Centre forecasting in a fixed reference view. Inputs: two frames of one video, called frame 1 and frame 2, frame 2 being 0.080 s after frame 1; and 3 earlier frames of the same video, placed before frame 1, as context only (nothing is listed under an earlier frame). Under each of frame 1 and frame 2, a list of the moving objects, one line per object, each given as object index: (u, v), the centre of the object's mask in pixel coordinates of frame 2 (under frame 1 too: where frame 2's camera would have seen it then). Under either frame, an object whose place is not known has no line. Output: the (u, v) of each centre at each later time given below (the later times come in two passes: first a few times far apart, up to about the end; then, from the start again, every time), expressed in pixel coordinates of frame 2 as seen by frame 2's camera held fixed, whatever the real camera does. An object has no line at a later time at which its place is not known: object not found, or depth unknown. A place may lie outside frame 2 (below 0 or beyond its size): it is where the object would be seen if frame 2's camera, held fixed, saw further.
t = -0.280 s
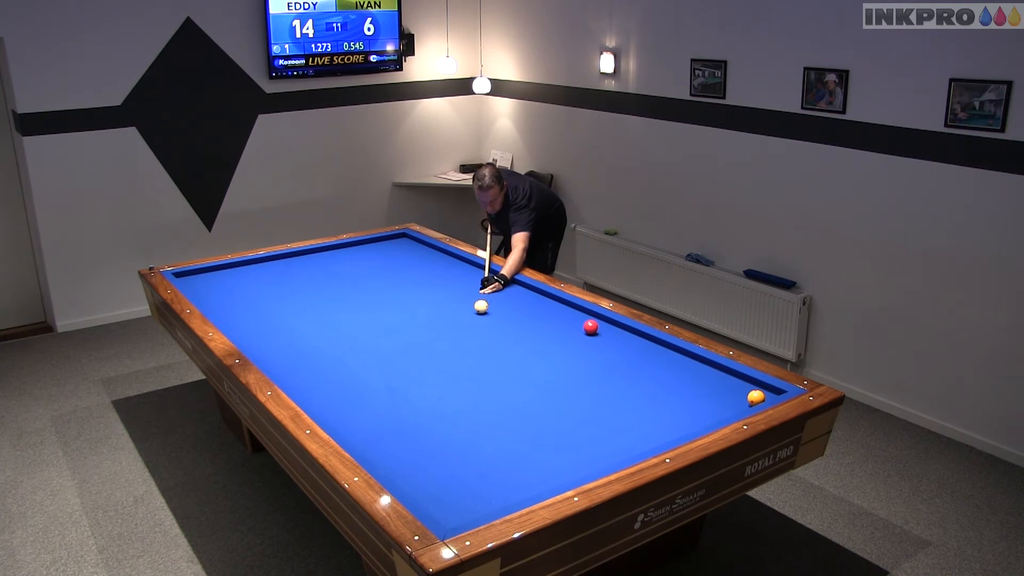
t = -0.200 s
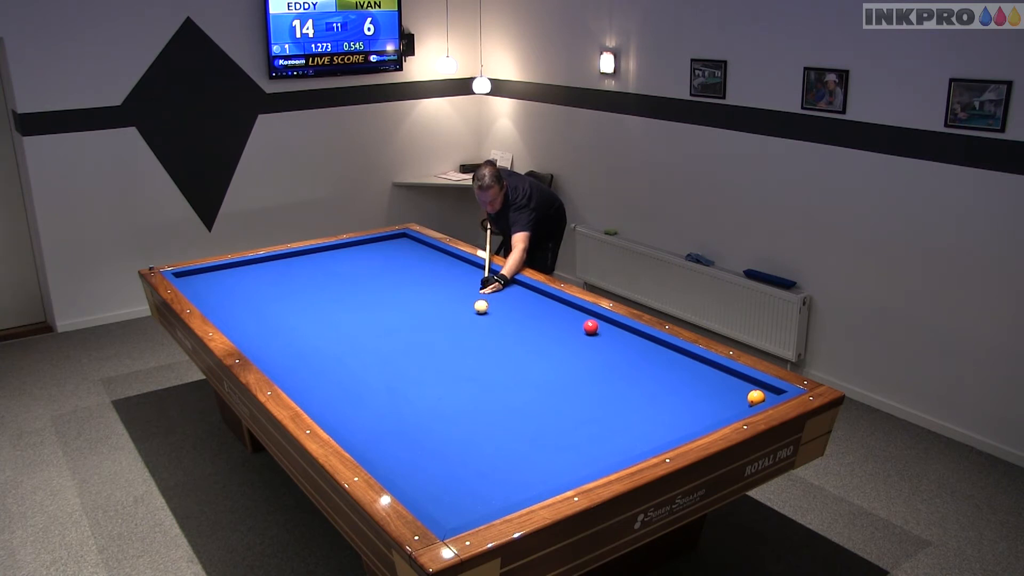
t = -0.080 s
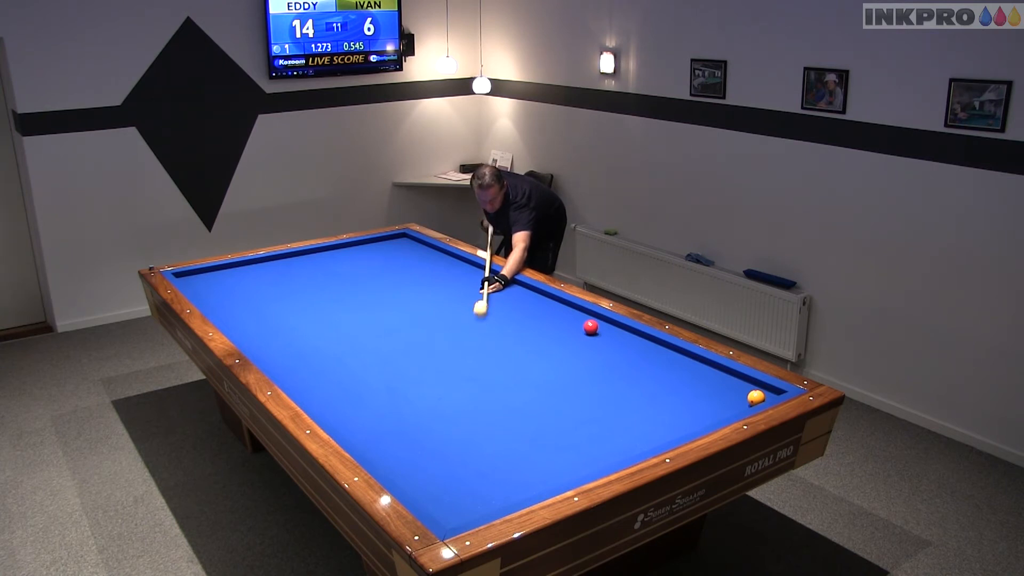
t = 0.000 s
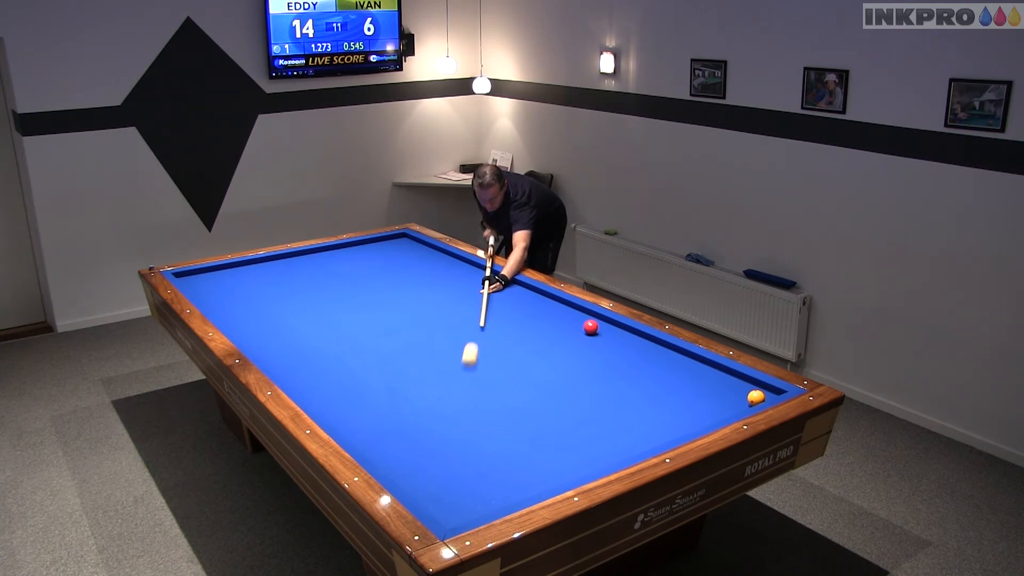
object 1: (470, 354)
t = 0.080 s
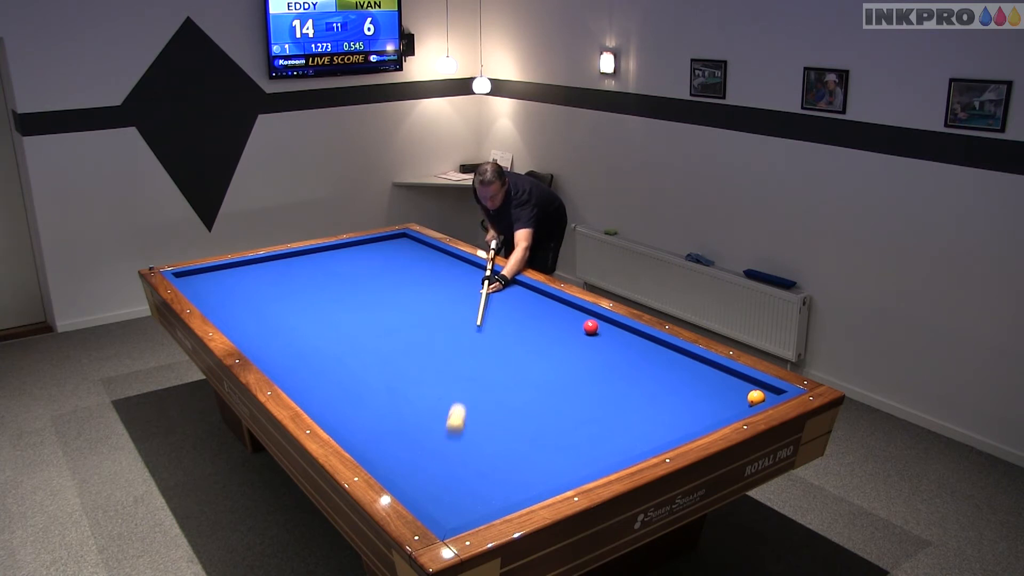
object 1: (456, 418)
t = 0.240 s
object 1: (489, 460)
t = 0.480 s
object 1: (536, 325)
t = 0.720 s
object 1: (431, 284)
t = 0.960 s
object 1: (278, 271)
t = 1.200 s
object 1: (196, 285)
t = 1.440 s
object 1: (308, 295)
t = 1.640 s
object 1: (395, 302)
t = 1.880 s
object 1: (491, 310)
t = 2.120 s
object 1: (591, 317)
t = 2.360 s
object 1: (607, 344)
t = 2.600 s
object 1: (623, 371)
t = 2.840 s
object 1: (643, 404)
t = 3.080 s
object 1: (661, 436)
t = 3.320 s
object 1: (615, 426)
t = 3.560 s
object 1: (577, 418)
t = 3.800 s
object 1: (541, 410)
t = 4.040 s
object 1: (507, 403)
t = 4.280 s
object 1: (475, 397)
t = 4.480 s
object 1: (450, 391)
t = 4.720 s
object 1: (421, 385)
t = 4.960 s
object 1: (394, 379)
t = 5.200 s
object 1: (368, 374)
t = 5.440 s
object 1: (343, 368)
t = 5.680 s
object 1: (321, 363)
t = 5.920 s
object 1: (299, 359)
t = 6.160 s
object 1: (279, 354)
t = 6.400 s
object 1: (260, 349)
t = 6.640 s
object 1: (259, 343)
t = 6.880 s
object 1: (258, 337)
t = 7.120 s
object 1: (258, 331)
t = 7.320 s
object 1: (258, 326)
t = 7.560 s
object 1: (257, 321)
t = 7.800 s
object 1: (257, 316)
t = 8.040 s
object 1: (257, 312)
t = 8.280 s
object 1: (257, 308)
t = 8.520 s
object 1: (257, 303)
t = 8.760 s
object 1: (257, 300)
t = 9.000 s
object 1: (257, 296)
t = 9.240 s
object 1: (257, 293)
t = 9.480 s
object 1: (257, 290)
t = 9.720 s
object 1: (258, 287)
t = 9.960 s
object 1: (258, 285)
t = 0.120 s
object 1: (447, 458)
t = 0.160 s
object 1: (440, 503)
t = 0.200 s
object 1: (476, 495)
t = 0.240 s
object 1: (489, 460)
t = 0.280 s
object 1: (499, 430)
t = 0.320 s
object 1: (509, 403)
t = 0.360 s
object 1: (517, 380)
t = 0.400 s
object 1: (524, 360)
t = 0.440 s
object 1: (530, 342)
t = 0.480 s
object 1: (536, 325)
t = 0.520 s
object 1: (541, 311)
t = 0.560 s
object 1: (546, 298)
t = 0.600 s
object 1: (524, 292)
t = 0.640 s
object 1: (492, 289)
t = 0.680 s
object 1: (461, 287)
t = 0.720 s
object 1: (431, 284)
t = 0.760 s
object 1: (403, 282)
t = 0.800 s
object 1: (375, 280)
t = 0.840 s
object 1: (349, 277)
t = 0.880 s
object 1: (325, 275)
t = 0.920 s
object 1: (300, 273)
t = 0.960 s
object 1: (278, 271)
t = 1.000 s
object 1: (256, 269)
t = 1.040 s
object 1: (236, 267)
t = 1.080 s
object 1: (218, 267)
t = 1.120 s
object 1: (207, 274)
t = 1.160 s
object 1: (195, 281)
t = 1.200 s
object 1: (196, 285)
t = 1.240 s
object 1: (215, 287)
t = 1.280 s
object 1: (234, 288)
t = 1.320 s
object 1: (253, 290)
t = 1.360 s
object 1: (271, 292)
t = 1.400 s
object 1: (290, 293)
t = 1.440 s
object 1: (308, 295)
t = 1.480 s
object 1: (326, 296)
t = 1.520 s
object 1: (344, 298)
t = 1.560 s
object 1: (361, 299)
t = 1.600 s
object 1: (378, 300)
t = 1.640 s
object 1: (395, 302)
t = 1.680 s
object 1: (411, 303)
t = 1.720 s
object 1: (427, 305)
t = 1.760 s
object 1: (443, 306)
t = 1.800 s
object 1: (459, 307)
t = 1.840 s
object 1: (475, 309)
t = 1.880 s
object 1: (491, 310)
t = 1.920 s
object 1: (508, 312)
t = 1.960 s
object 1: (524, 313)
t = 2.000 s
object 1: (541, 314)
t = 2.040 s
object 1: (558, 316)
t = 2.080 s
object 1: (574, 317)
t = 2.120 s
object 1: (591, 317)
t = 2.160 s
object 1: (607, 321)
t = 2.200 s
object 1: (606, 325)
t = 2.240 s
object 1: (606, 330)
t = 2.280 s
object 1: (605, 334)
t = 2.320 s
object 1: (606, 339)
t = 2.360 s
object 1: (607, 344)
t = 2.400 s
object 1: (609, 348)
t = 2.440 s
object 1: (611, 353)
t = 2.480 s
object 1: (614, 357)
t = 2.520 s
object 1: (617, 362)
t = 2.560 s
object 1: (620, 367)
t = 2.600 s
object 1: (623, 371)
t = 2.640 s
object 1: (626, 377)
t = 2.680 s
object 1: (629, 382)
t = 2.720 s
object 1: (632, 387)
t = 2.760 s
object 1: (636, 392)
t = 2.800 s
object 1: (639, 398)
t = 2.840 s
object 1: (643, 404)
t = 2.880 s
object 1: (647, 409)
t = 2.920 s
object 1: (650, 416)
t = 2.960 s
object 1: (654, 422)
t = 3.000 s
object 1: (658, 428)
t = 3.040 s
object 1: (662, 434)
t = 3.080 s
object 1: (661, 436)
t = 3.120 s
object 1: (652, 435)
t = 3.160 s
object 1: (644, 433)
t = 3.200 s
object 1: (636, 430)
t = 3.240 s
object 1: (628, 429)
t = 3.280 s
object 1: (621, 427)
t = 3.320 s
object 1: (615, 426)
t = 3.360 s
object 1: (608, 424)
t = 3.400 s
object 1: (602, 423)
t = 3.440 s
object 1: (596, 422)
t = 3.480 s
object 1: (589, 420)
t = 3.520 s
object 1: (583, 419)
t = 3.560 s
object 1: (577, 418)
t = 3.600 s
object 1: (571, 417)
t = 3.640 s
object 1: (565, 415)
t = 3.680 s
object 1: (559, 414)
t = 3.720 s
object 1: (553, 413)
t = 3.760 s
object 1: (547, 412)
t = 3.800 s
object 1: (541, 410)
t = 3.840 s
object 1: (536, 409)
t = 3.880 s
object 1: (530, 408)
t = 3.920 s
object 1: (524, 407)
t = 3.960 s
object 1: (518, 406)
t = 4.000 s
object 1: (513, 405)
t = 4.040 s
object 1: (507, 403)
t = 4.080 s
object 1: (502, 402)
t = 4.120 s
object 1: (497, 401)
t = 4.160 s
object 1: (491, 400)
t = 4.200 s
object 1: (486, 399)
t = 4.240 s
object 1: (480, 398)
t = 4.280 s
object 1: (475, 397)
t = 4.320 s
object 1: (470, 396)
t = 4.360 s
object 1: (465, 395)
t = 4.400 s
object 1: (460, 393)
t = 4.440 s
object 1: (455, 392)
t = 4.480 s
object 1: (450, 391)
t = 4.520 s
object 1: (445, 390)
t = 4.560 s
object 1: (440, 389)
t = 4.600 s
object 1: (435, 388)
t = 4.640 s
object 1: (430, 387)
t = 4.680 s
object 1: (426, 386)
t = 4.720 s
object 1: (421, 385)
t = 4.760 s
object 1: (416, 384)
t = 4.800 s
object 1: (412, 383)
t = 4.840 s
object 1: (407, 382)
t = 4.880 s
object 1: (402, 381)
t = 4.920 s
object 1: (398, 380)
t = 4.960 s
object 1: (394, 379)
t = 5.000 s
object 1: (389, 378)
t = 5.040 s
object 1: (385, 377)
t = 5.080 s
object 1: (381, 376)
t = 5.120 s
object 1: (377, 375)
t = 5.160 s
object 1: (372, 375)
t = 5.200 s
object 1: (368, 374)
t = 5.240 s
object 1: (364, 373)
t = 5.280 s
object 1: (360, 372)
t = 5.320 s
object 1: (356, 371)
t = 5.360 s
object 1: (352, 370)
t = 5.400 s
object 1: (348, 369)
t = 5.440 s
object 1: (343, 368)
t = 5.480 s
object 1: (340, 367)
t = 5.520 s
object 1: (336, 367)
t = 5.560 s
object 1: (332, 366)
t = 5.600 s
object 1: (328, 365)
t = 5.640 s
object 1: (324, 364)
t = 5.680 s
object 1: (321, 363)
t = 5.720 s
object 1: (317, 363)
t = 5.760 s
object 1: (313, 362)
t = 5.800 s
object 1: (310, 361)
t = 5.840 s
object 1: (306, 360)
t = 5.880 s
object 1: (303, 359)
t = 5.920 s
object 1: (299, 359)
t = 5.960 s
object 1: (296, 358)
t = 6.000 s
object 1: (292, 357)
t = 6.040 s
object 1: (289, 356)
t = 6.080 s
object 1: (285, 356)
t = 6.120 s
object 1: (282, 355)
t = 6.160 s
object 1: (279, 354)
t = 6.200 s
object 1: (276, 354)
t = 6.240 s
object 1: (272, 353)
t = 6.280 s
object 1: (269, 352)
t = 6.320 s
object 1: (266, 351)
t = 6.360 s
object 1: (263, 350)
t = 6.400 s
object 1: (260, 349)
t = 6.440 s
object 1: (260, 348)
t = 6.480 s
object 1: (259, 347)
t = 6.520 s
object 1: (259, 346)
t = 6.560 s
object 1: (259, 345)
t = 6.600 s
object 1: (259, 344)
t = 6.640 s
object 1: (259, 343)
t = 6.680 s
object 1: (259, 342)
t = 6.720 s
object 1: (258, 341)
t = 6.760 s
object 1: (258, 340)
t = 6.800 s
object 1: (258, 339)
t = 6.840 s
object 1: (258, 338)
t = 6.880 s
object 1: (258, 337)
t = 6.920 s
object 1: (258, 336)
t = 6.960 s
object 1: (258, 335)
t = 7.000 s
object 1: (258, 334)
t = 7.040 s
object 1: (258, 333)
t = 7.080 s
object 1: (258, 332)
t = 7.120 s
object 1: (258, 331)
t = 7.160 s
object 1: (258, 330)
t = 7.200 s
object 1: (258, 329)
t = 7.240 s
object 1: (258, 328)
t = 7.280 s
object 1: (258, 327)
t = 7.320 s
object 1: (258, 326)
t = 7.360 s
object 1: (257, 325)
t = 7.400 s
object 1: (257, 325)
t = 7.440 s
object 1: (257, 324)
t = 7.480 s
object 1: (257, 323)
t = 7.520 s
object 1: (257, 322)
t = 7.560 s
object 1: (257, 321)
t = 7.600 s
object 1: (257, 320)
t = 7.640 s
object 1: (257, 320)
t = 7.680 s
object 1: (257, 319)
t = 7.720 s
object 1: (257, 318)
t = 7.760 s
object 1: (257, 317)
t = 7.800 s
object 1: (257, 316)
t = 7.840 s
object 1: (257, 316)
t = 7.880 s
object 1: (257, 315)
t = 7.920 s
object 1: (257, 314)
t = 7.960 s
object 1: (257, 313)
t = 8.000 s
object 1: (257, 313)
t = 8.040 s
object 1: (257, 312)
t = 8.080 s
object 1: (257, 311)
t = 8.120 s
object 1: (257, 310)
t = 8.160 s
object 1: (257, 310)
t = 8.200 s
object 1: (257, 309)
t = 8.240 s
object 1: (257, 308)
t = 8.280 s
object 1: (257, 308)
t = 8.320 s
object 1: (257, 307)
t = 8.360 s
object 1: (257, 306)
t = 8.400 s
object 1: (257, 306)
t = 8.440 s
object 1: (257, 305)
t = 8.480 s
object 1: (257, 304)
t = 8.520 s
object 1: (257, 303)
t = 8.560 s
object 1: (257, 303)
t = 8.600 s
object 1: (257, 302)
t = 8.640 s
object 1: (257, 302)
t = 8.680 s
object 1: (257, 301)
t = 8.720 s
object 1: (257, 300)
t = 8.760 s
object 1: (257, 300)
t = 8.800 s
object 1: (257, 299)
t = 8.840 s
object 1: (257, 299)
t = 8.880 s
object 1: (257, 298)
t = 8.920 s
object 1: (257, 297)
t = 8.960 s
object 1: (257, 297)
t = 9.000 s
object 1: (257, 296)
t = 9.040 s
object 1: (257, 296)
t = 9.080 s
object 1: (257, 295)
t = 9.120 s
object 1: (257, 295)
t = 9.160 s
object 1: (257, 294)
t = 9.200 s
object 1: (257, 294)
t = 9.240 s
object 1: (257, 293)
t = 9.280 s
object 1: (257, 292)
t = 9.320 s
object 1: (257, 292)
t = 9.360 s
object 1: (257, 292)
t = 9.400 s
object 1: (257, 291)
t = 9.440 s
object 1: (257, 291)
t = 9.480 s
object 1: (257, 290)
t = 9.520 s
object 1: (257, 290)
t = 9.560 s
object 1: (258, 289)
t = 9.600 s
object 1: (258, 289)
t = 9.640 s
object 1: (258, 288)
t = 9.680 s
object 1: (258, 288)
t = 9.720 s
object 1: (258, 287)
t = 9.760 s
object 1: (258, 287)
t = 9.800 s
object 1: (258, 286)
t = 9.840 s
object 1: (258, 286)
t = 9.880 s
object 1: (258, 285)
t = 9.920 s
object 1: (258, 285)
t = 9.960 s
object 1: (258, 285)
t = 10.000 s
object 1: (258, 284)
